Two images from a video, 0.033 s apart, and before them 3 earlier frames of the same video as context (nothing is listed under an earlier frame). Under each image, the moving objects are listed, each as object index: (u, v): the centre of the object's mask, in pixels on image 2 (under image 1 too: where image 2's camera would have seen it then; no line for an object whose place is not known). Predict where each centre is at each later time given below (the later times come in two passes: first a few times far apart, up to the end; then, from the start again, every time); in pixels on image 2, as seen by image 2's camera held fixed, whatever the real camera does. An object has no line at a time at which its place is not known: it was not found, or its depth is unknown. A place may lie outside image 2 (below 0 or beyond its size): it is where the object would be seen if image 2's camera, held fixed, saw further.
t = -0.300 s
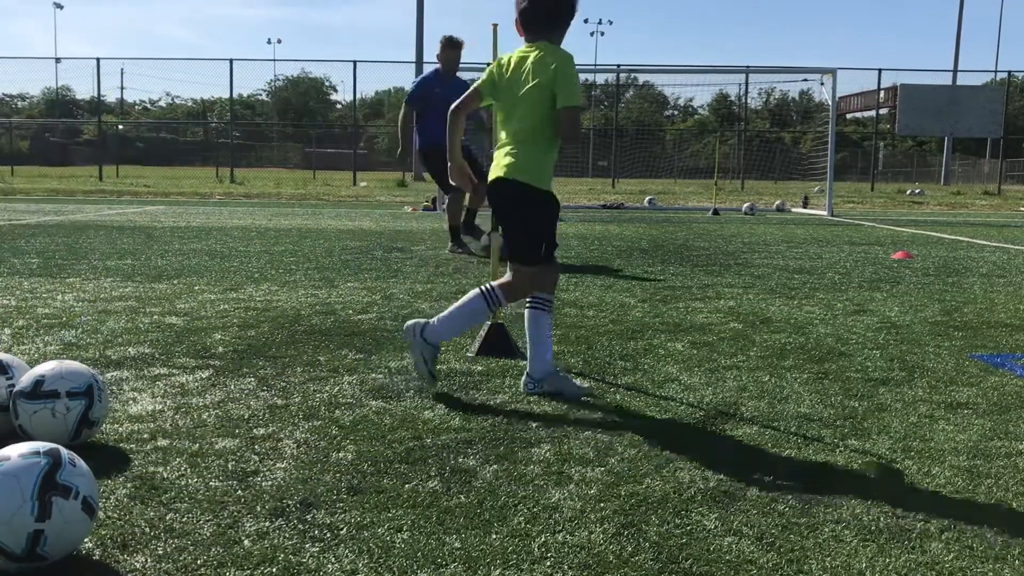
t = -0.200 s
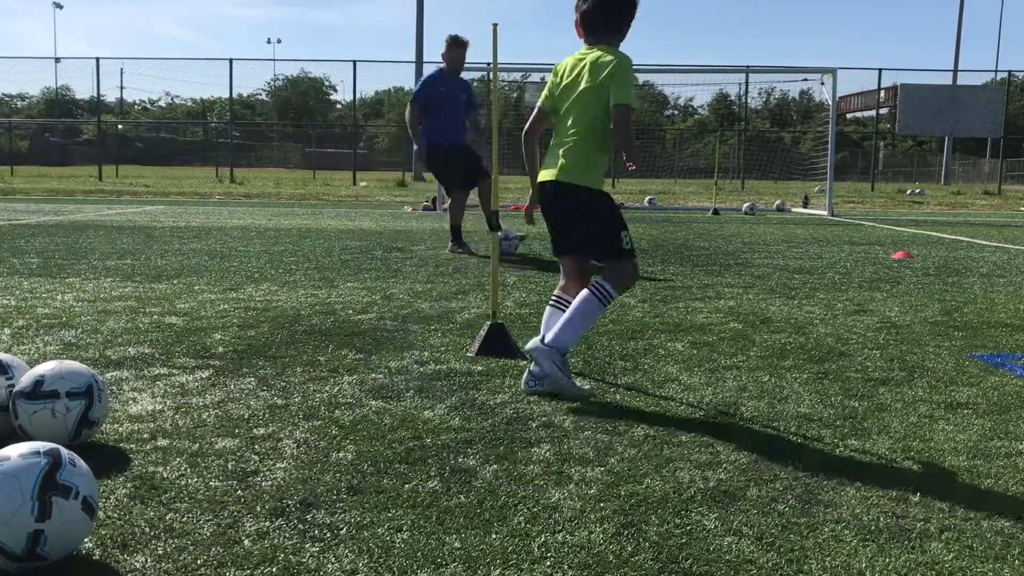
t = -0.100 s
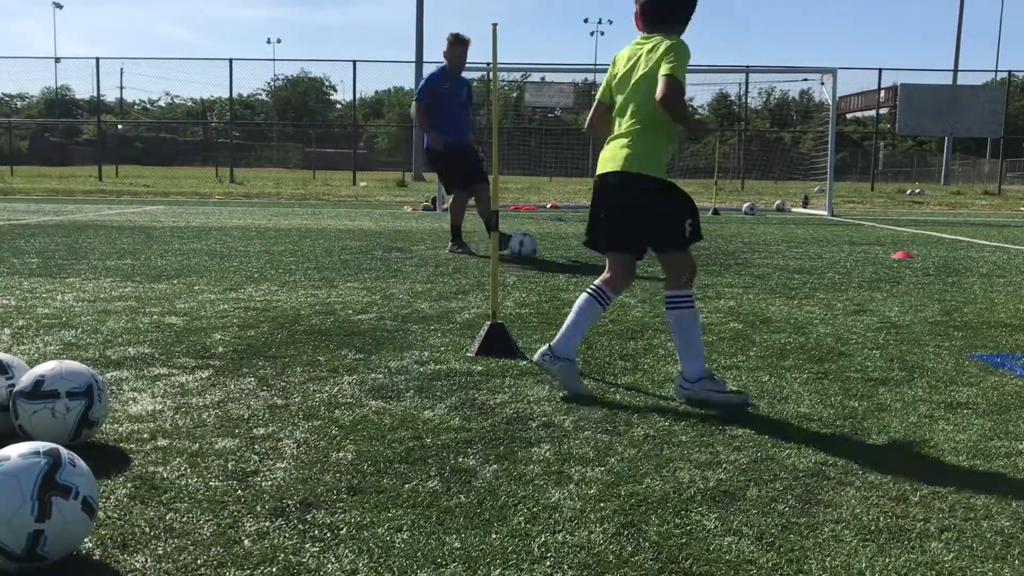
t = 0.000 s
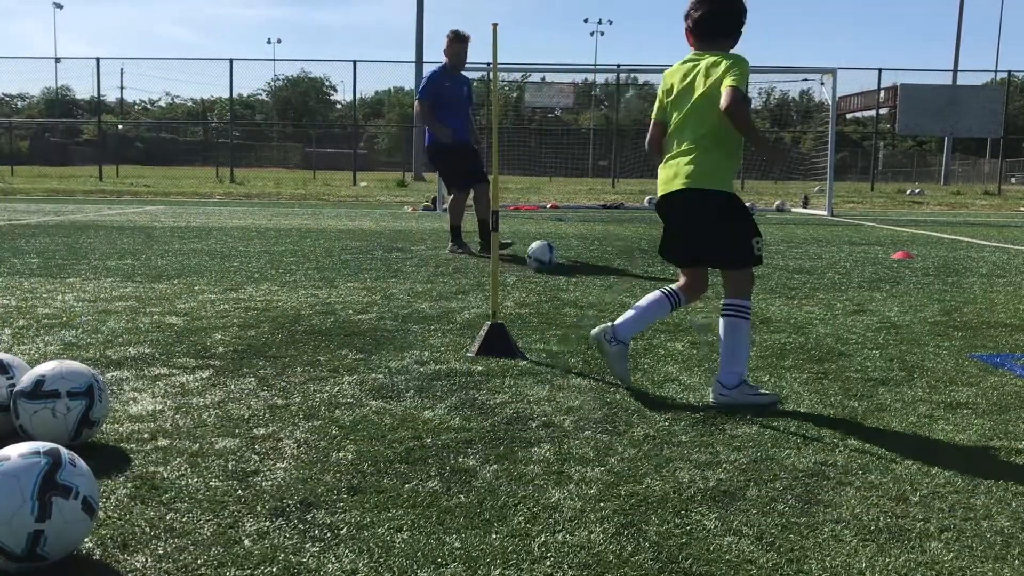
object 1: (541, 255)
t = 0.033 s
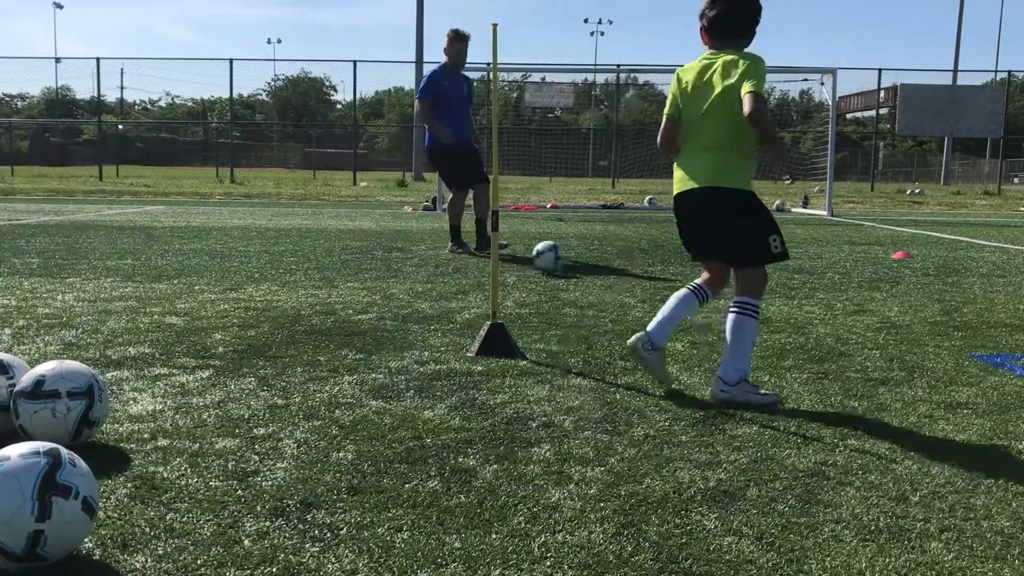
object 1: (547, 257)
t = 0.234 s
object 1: (588, 276)
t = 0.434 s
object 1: (631, 292)
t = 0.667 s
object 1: (694, 317)
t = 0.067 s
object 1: (555, 260)
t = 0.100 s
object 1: (562, 265)
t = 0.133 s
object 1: (568, 266)
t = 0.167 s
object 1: (575, 269)
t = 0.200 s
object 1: (581, 272)
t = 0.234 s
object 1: (588, 276)
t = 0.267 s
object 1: (595, 277)
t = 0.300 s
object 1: (602, 279)
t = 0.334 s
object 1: (609, 283)
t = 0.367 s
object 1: (616, 287)
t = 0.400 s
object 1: (625, 289)
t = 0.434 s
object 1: (631, 292)
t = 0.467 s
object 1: (640, 295)
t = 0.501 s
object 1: (647, 298)
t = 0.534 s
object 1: (656, 303)
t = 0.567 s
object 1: (666, 306)
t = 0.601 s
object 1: (674, 309)
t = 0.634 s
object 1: (684, 314)
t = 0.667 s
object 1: (694, 317)
